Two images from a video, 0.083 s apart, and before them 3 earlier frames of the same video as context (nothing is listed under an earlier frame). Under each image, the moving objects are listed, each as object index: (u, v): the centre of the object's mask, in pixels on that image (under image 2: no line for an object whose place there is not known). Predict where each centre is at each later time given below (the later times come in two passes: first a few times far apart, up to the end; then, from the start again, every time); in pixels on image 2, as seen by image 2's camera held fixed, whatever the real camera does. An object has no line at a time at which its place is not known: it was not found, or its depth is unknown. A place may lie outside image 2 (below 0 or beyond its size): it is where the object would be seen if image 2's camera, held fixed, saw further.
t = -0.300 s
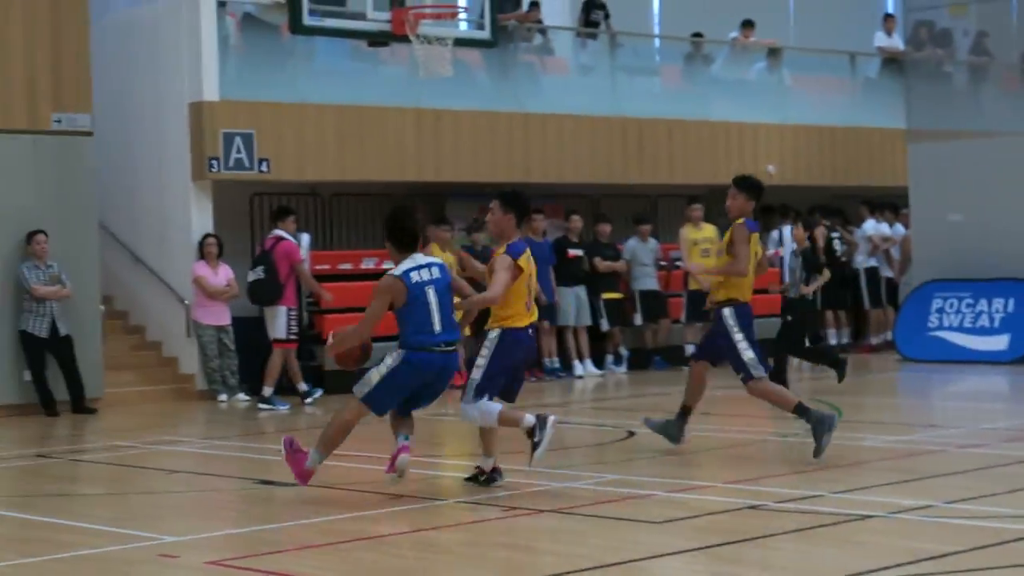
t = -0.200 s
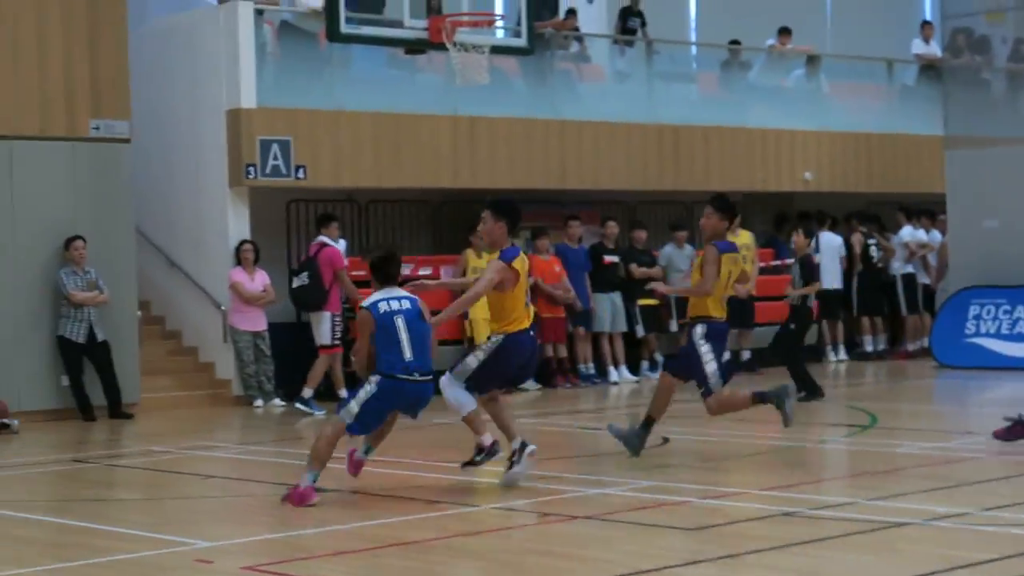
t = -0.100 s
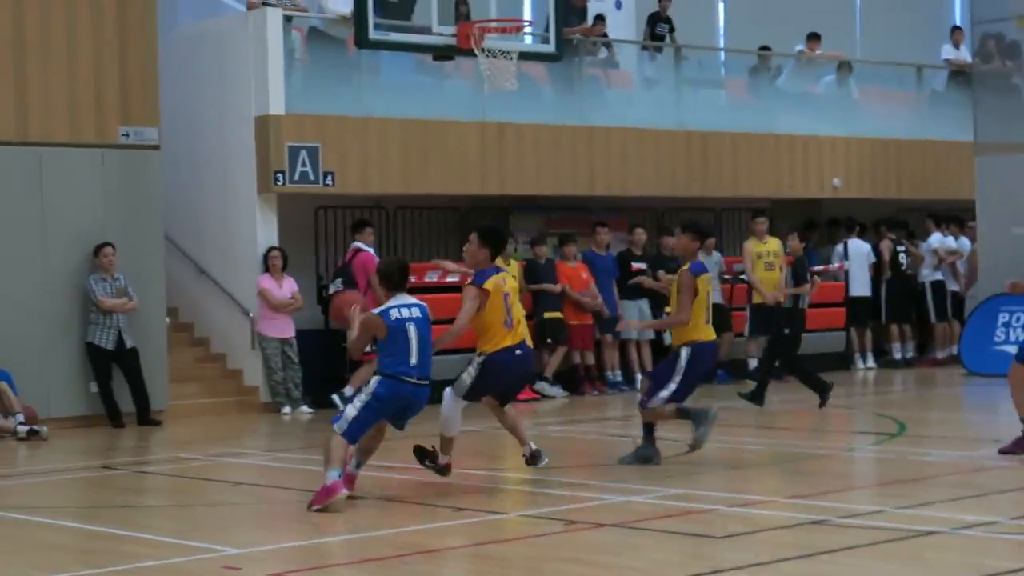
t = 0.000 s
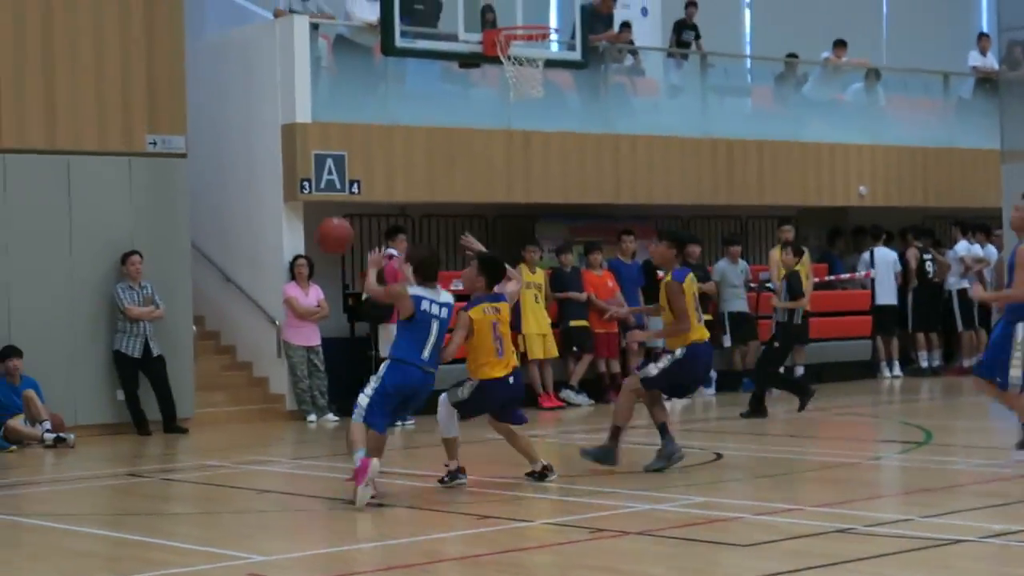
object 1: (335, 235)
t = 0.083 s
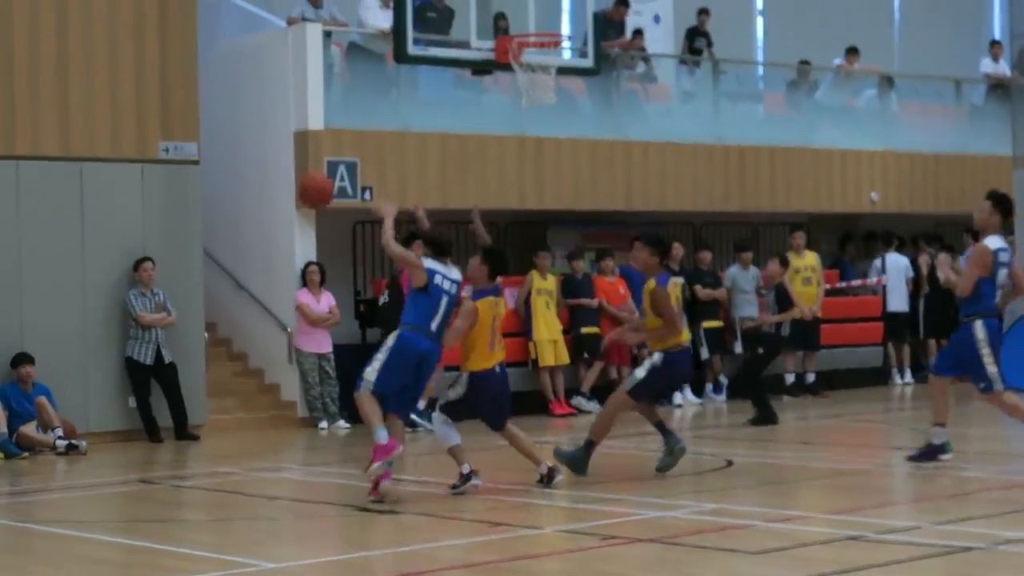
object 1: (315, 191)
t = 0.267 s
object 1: (257, 121)
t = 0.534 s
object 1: (185, 113)
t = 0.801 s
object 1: (130, 190)
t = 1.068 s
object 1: (103, 316)
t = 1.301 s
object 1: (161, 412)
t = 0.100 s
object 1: (310, 182)
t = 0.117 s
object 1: (304, 174)
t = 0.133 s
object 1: (299, 165)
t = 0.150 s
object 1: (294, 159)
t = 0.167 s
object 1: (288, 151)
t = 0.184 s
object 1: (282, 146)
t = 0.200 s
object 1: (277, 139)
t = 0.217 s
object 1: (272, 135)
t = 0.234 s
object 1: (267, 130)
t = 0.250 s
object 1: (262, 125)
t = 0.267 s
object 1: (257, 121)
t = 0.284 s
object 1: (252, 118)
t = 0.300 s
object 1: (247, 115)
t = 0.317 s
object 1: (242, 112)
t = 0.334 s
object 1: (238, 110)
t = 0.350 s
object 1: (233, 108)
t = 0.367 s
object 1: (228, 106)
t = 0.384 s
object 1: (224, 106)
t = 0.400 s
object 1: (220, 105)
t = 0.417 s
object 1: (215, 105)
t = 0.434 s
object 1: (210, 105)
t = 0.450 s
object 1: (206, 106)
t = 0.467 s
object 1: (202, 107)
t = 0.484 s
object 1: (198, 107)
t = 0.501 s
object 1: (194, 109)
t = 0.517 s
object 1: (190, 110)
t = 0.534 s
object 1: (185, 113)
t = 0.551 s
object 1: (182, 115)
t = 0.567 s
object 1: (178, 118)
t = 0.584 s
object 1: (174, 121)
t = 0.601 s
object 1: (170, 125)
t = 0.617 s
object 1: (166, 129)
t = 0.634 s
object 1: (163, 133)
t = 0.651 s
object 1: (159, 137)
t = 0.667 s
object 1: (156, 142)
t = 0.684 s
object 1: (153, 147)
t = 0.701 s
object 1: (149, 153)
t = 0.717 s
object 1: (146, 158)
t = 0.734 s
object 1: (142, 164)
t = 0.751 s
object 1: (139, 170)
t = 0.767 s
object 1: (136, 177)
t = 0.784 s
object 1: (133, 183)
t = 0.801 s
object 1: (130, 190)
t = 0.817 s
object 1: (126, 197)
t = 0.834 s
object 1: (123, 205)
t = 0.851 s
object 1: (120, 212)
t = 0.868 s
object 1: (117, 220)
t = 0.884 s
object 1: (114, 229)
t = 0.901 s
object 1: (111, 237)
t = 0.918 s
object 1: (109, 246)
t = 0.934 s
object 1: (106, 255)
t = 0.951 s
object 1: (103, 264)
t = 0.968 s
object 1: (101, 273)
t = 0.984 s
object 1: (98, 283)
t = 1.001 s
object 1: (95, 293)
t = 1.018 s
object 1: (92, 304)
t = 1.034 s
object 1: (95, 308)
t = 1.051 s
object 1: (99, 311)
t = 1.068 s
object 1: (103, 316)
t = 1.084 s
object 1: (107, 321)
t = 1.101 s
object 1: (111, 326)
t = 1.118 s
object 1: (115, 331)
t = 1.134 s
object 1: (119, 337)
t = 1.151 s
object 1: (123, 343)
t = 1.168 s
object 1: (128, 349)
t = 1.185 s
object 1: (132, 356)
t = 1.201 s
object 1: (136, 362)
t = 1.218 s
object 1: (140, 369)
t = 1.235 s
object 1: (144, 377)
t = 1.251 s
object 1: (149, 386)
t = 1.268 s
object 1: (152, 394)
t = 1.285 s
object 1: (157, 403)
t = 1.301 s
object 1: (161, 412)
